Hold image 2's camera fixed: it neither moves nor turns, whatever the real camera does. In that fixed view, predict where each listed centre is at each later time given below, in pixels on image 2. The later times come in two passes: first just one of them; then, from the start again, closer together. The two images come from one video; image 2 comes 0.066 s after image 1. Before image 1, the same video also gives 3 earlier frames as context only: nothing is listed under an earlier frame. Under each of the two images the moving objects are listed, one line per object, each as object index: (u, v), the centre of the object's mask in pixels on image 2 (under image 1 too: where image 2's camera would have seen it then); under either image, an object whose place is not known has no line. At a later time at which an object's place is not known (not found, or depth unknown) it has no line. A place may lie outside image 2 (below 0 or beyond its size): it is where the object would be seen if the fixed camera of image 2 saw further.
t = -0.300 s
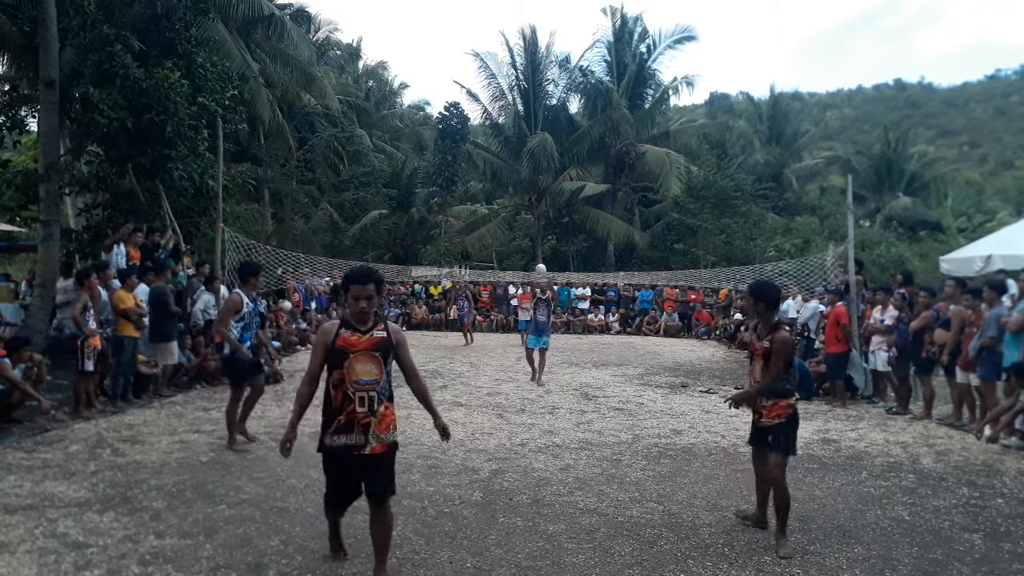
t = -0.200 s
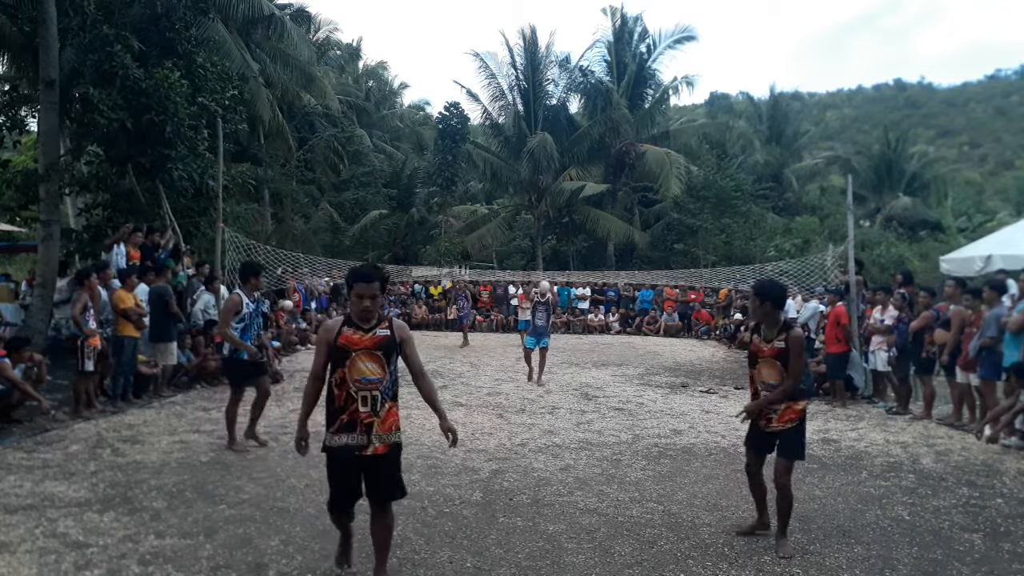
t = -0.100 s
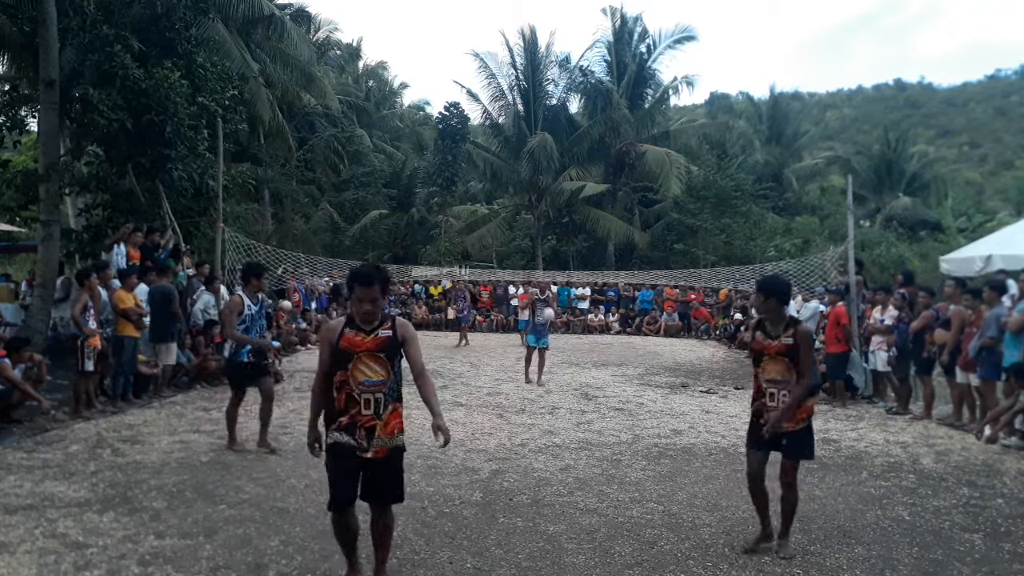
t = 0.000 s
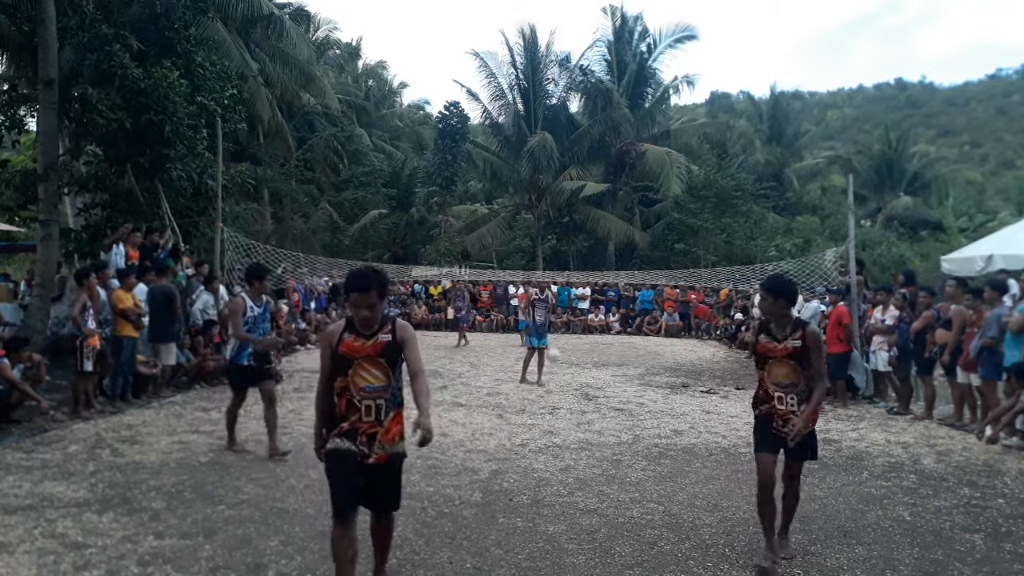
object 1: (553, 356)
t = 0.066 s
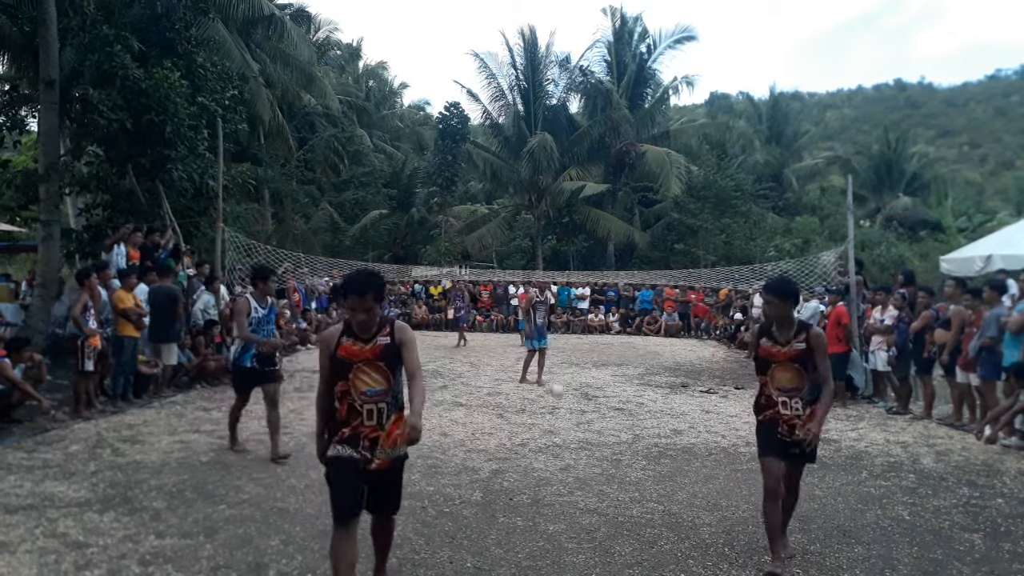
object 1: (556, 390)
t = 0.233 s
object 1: (568, 392)
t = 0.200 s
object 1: (565, 404)
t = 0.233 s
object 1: (568, 392)
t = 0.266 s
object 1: (568, 381)
